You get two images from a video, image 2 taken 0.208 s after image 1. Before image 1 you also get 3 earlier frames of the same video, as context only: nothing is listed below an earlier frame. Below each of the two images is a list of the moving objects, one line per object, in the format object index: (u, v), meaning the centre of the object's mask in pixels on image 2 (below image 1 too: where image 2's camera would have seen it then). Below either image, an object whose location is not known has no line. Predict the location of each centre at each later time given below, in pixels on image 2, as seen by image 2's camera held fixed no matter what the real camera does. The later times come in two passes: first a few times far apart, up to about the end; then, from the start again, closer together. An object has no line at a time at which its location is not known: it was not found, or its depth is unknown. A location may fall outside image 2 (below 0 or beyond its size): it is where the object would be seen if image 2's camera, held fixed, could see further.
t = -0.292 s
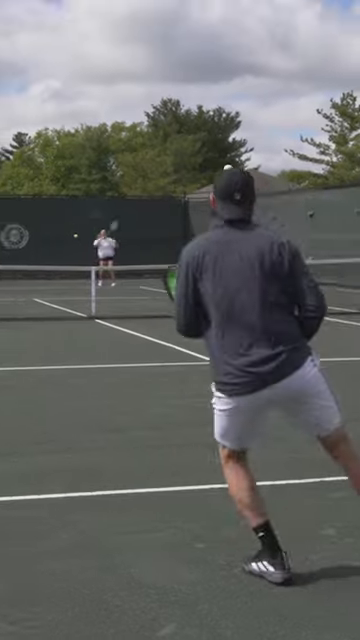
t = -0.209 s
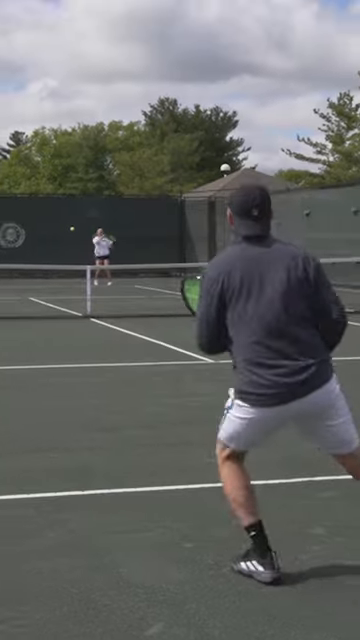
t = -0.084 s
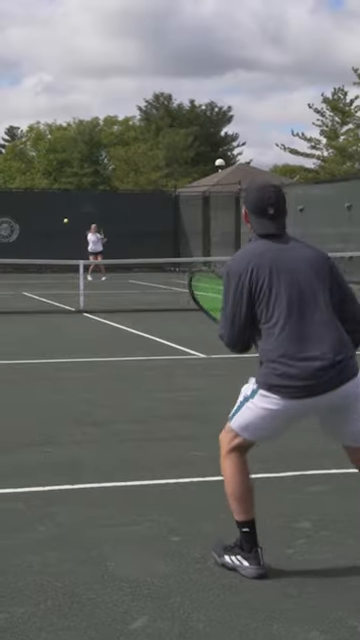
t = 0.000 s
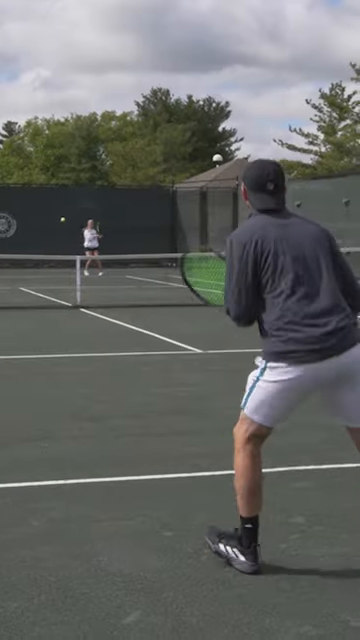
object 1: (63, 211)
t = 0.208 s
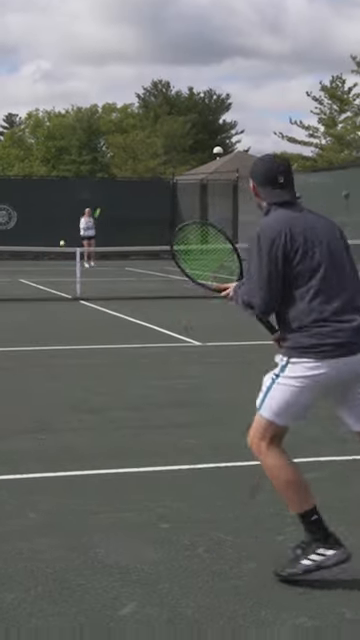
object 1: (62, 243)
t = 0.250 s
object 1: (61, 258)
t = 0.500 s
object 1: (57, 314)
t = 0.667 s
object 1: (58, 276)
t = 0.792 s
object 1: (58, 264)
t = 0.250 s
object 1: (61, 258)
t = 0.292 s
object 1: (61, 269)
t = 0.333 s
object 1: (59, 291)
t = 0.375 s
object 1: (58, 308)
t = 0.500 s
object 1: (57, 314)
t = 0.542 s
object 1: (57, 305)
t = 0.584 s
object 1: (57, 292)
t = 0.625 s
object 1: (58, 284)
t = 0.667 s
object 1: (58, 276)
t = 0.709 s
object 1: (59, 270)
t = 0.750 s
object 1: (59, 266)
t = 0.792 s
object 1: (58, 264)
